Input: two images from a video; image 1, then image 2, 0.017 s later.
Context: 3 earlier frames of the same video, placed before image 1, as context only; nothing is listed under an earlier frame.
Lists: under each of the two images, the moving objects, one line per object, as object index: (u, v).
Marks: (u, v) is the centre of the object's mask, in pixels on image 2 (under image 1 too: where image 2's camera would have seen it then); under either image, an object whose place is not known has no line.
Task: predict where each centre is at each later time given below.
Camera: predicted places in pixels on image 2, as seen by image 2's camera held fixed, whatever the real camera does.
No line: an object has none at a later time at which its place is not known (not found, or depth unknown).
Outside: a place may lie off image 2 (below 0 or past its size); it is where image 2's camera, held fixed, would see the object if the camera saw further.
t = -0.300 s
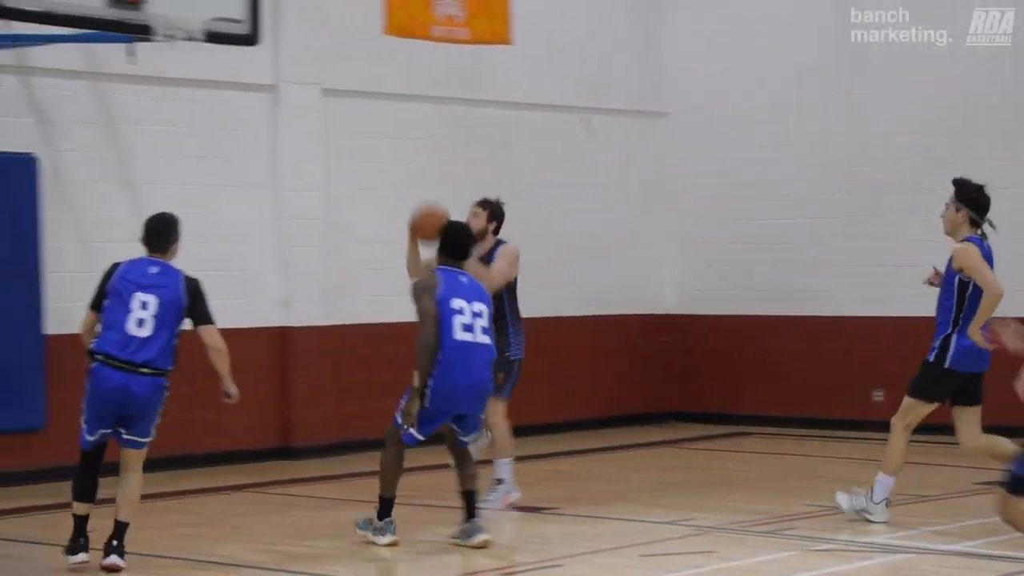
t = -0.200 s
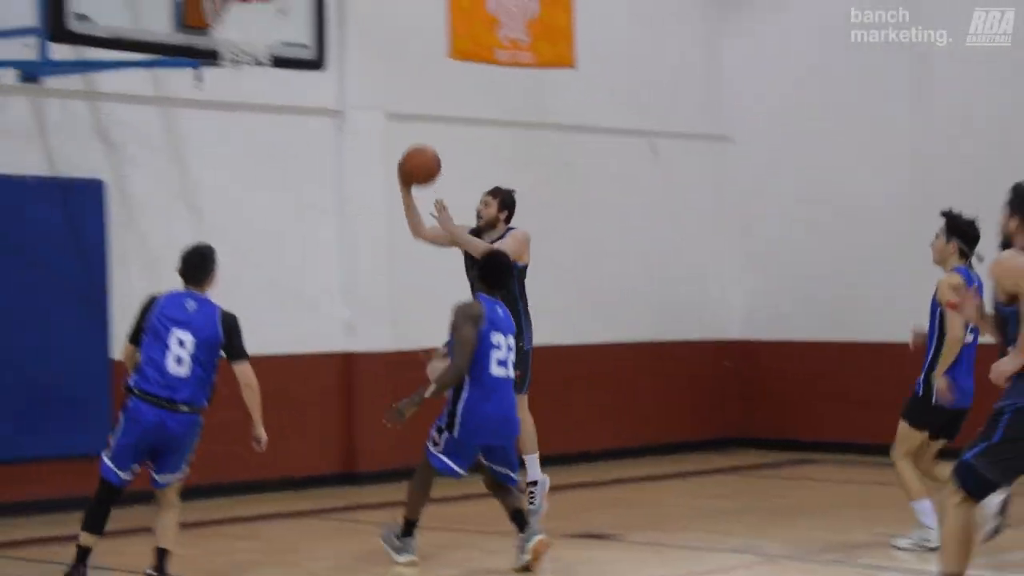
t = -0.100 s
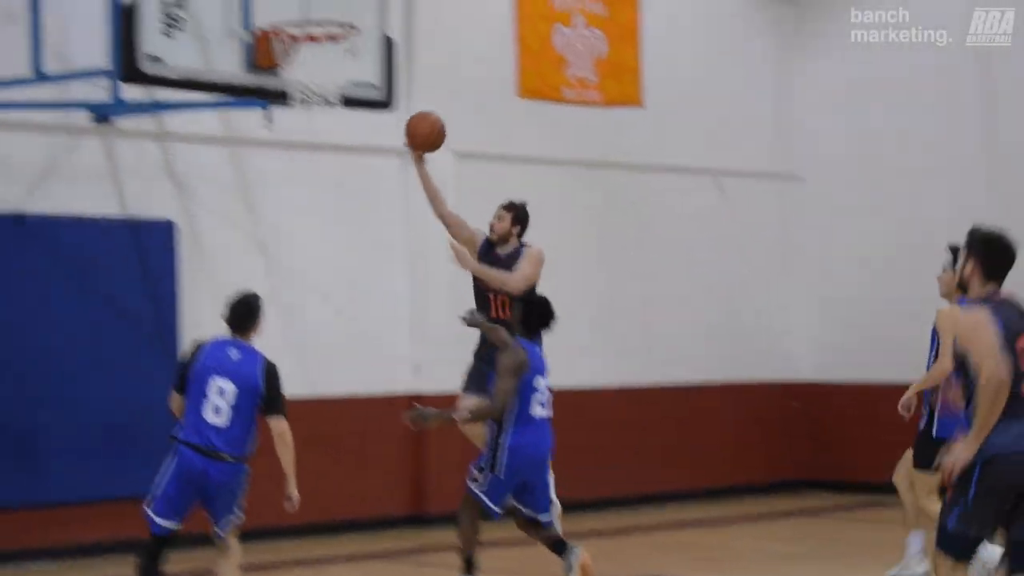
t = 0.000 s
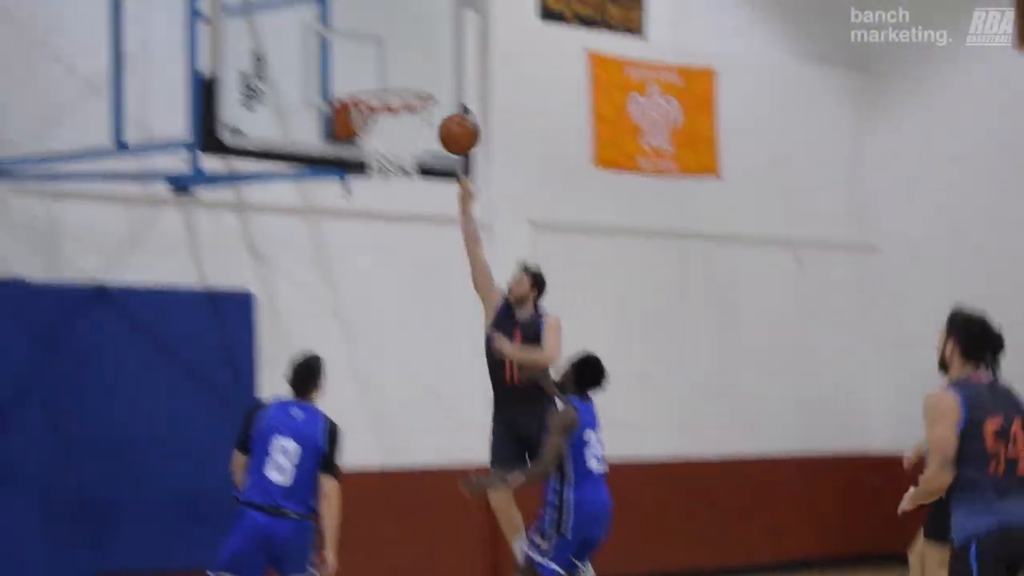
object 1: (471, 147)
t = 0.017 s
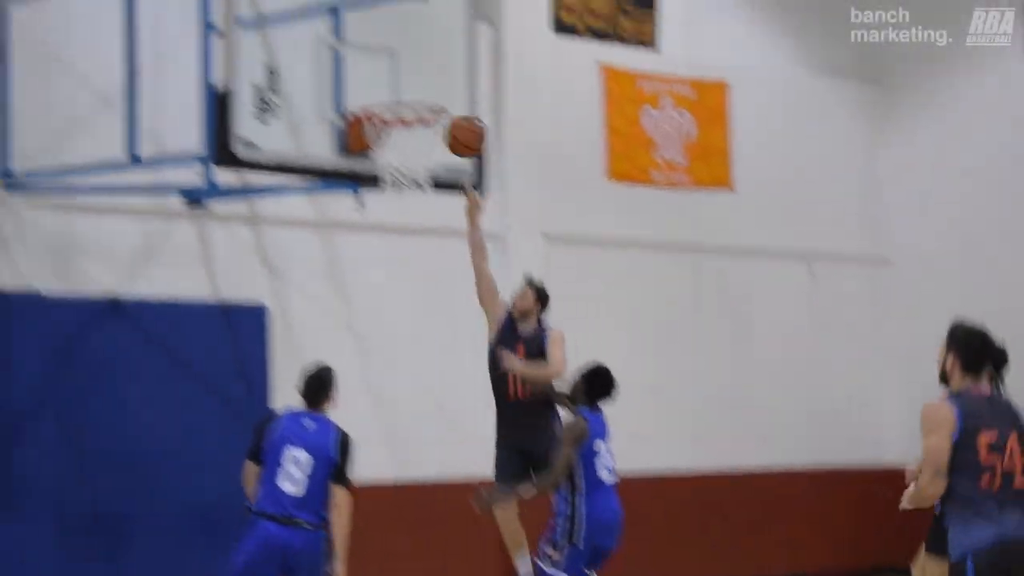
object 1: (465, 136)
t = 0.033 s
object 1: (459, 127)
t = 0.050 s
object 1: (453, 117)
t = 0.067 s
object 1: (446, 108)
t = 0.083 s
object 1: (439, 100)
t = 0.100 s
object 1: (433, 94)
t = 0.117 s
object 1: (432, 88)
